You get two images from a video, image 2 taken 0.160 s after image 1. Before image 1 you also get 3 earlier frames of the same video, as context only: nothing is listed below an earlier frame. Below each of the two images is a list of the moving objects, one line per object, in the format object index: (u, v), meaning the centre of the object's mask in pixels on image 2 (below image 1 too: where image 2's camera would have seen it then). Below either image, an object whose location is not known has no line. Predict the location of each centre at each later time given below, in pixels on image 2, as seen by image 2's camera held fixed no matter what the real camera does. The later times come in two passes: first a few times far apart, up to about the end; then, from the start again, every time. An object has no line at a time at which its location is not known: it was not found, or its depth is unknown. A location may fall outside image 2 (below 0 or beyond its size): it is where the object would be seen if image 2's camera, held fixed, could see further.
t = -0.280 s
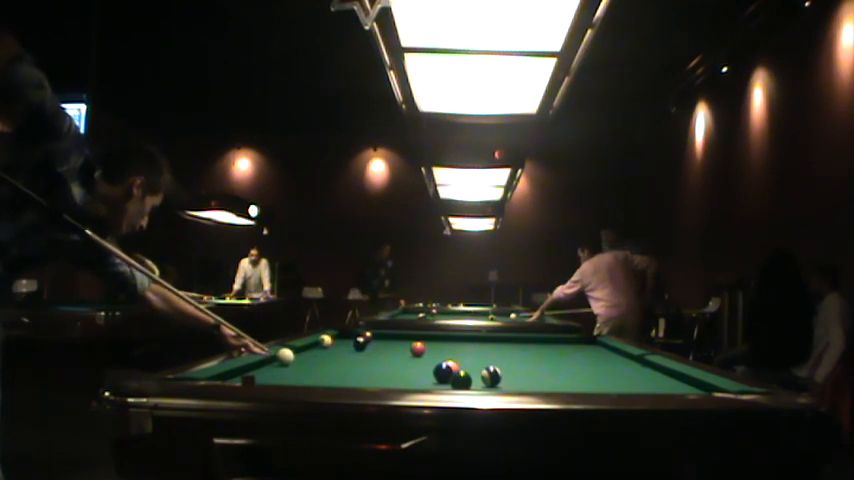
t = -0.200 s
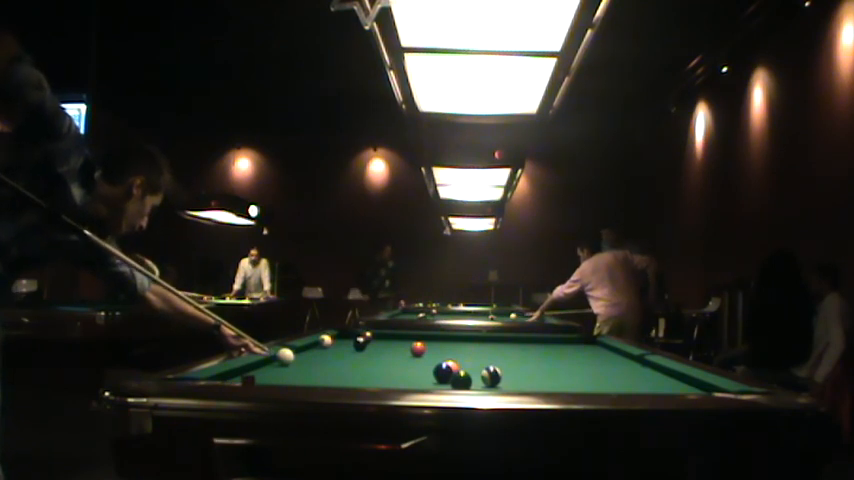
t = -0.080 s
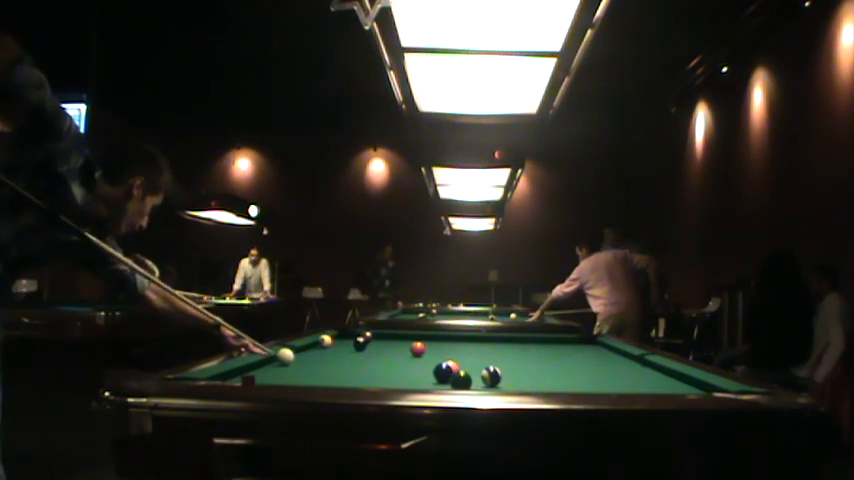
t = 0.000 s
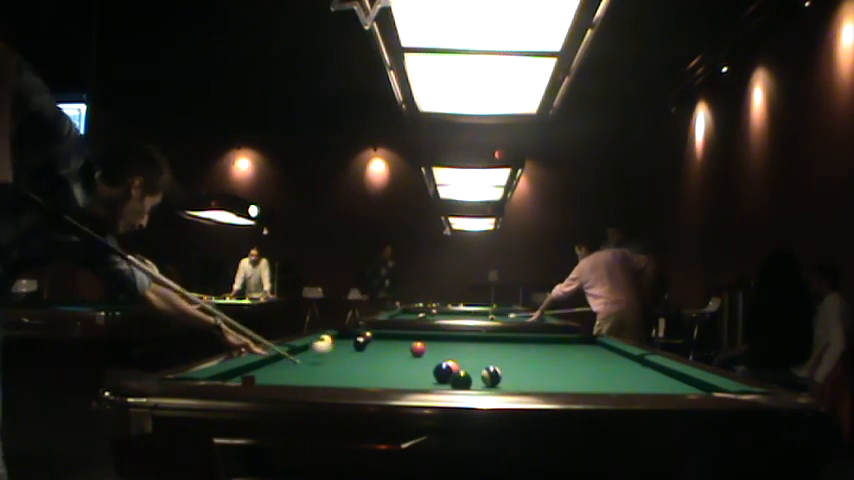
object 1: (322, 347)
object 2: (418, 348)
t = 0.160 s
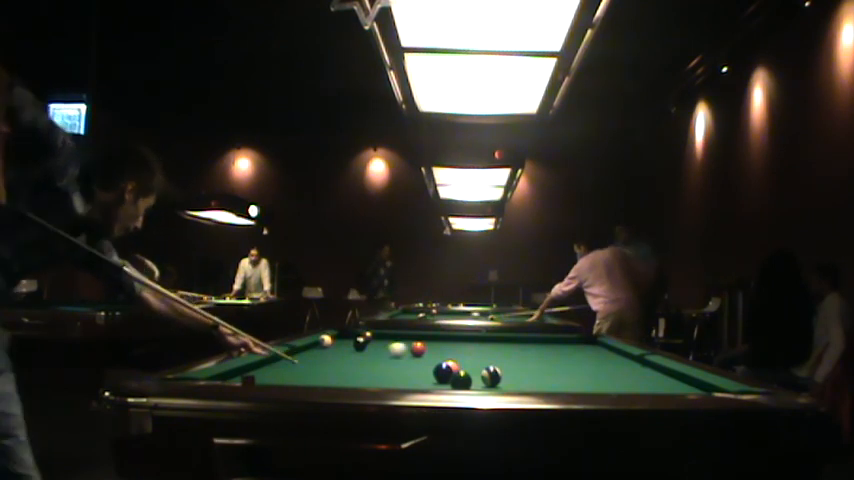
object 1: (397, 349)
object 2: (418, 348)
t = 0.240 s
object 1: (407, 348)
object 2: (437, 347)
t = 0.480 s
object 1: (399, 349)
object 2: (499, 344)
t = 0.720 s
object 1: (393, 349)
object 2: (549, 341)
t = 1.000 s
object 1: (388, 349)
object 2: (595, 340)
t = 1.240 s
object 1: (385, 349)
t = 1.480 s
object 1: (383, 349)
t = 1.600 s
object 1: (383, 349)
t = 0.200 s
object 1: (407, 349)
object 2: (423, 348)
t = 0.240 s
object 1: (407, 348)
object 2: (437, 347)
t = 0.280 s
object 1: (405, 349)
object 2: (450, 346)
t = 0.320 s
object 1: (404, 349)
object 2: (462, 346)
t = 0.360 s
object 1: (403, 349)
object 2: (471, 345)
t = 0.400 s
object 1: (401, 349)
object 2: (481, 345)
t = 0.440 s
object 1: (400, 349)
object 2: (490, 344)
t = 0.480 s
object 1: (399, 349)
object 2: (499, 344)
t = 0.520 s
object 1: (398, 349)
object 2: (508, 343)
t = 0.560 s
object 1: (397, 349)
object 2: (517, 343)
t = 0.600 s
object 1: (396, 349)
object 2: (526, 342)
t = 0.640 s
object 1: (395, 349)
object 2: (534, 342)
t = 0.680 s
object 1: (394, 349)
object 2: (541, 341)
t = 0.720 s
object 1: (393, 349)
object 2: (549, 341)
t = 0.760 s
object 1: (393, 349)
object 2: (557, 341)
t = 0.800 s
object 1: (392, 349)
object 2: (564, 340)
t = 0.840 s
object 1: (391, 349)
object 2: (571, 339)
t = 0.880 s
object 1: (390, 349)
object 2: (578, 338)
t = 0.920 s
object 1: (390, 349)
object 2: (585, 338)
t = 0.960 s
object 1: (389, 349)
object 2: (591, 338)
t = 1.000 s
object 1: (388, 349)
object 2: (595, 340)
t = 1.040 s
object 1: (388, 349)
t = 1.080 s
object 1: (387, 349)
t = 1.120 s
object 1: (387, 349)
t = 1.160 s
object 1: (386, 349)
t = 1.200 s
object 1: (386, 349)
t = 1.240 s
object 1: (385, 349)
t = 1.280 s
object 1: (385, 349)
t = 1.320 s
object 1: (384, 349)
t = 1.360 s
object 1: (384, 349)
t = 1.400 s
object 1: (384, 349)
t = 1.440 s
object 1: (384, 349)
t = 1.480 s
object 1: (383, 349)
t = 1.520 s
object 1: (383, 349)
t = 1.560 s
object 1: (383, 349)
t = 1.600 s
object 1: (383, 349)
